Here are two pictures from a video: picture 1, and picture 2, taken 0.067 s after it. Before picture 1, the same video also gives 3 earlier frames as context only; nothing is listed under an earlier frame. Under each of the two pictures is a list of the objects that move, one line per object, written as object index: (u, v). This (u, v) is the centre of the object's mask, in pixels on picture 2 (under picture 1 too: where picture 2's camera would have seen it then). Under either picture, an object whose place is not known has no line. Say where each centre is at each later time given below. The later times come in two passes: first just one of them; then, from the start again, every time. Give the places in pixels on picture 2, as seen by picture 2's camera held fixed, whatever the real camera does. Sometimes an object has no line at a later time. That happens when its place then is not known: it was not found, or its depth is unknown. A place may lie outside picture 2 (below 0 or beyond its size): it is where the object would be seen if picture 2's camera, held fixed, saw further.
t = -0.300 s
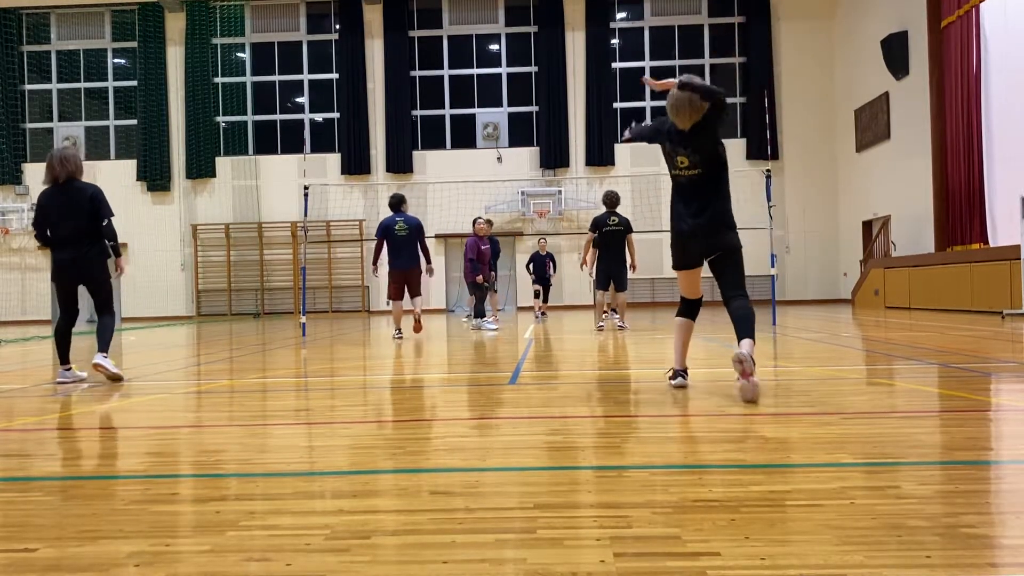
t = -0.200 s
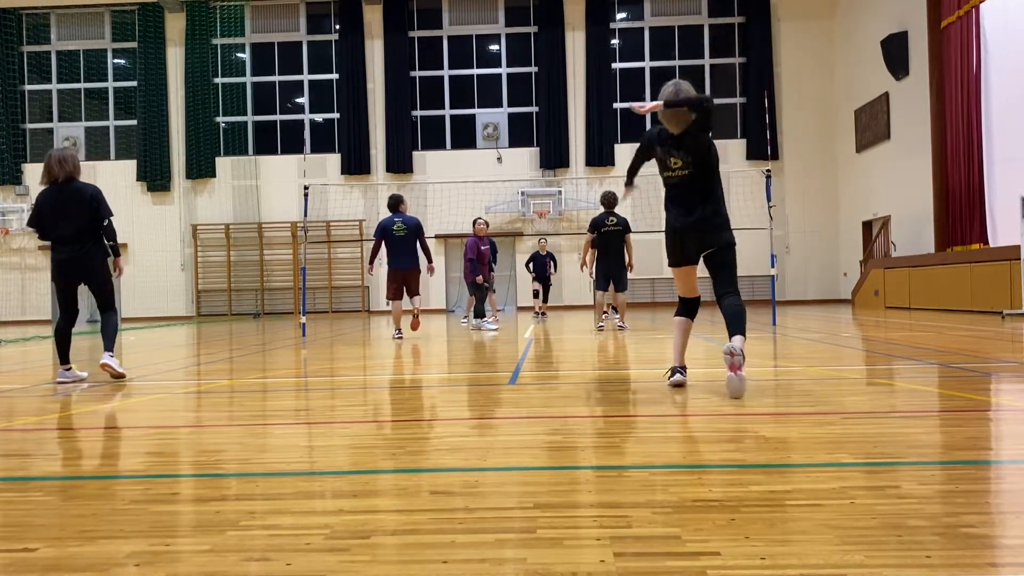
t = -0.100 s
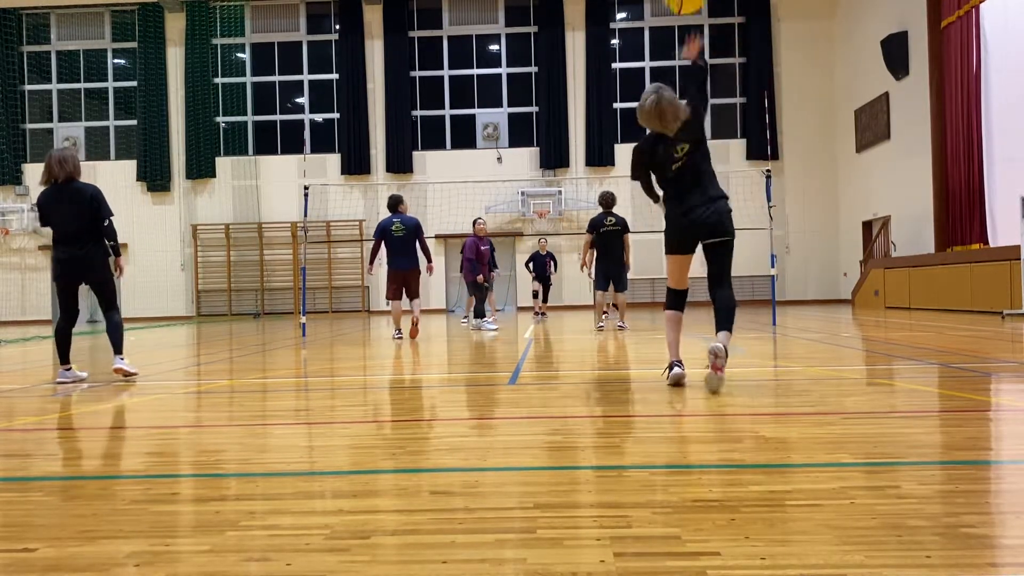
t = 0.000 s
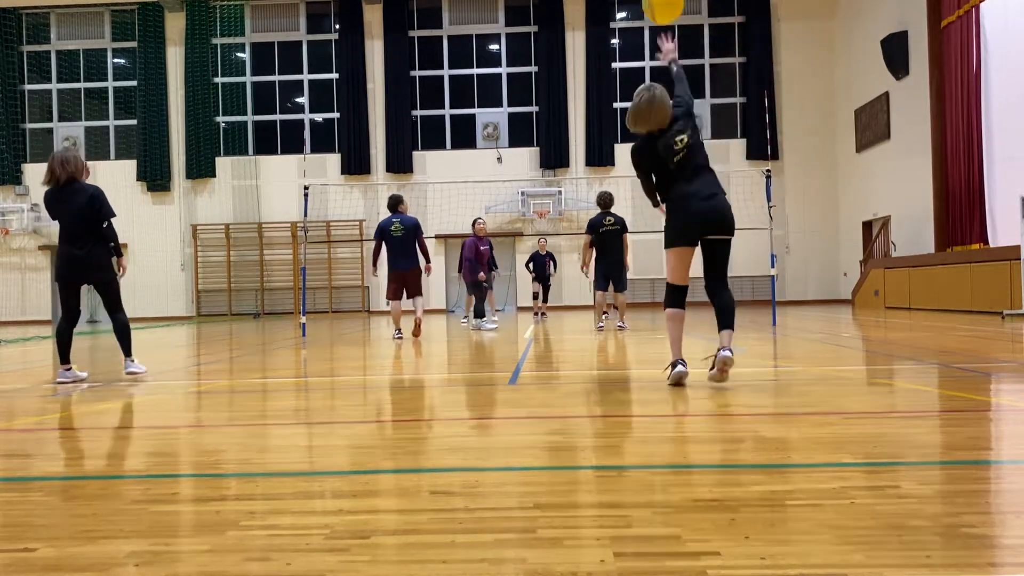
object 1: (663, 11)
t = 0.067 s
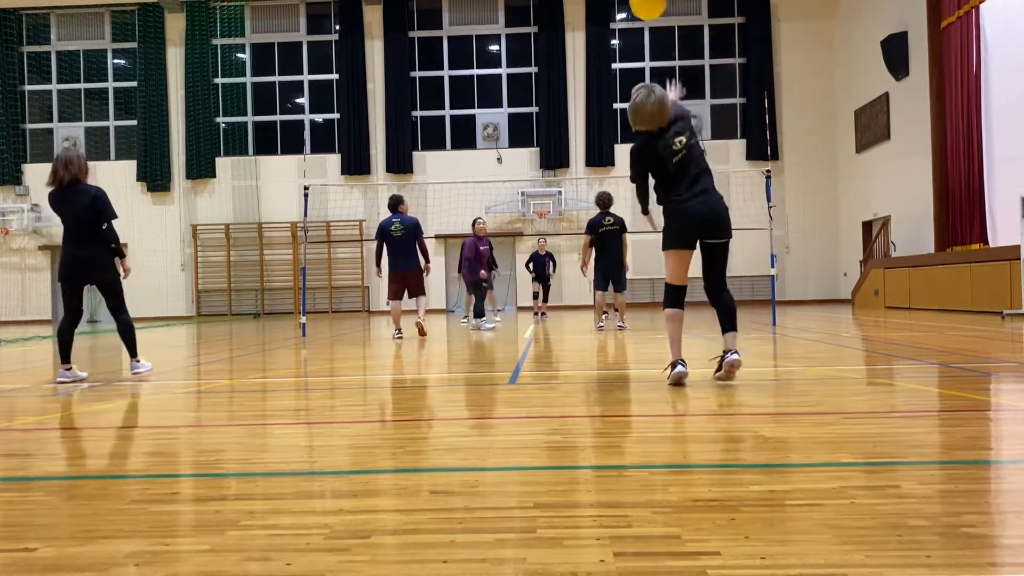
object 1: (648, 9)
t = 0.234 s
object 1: (629, 19)
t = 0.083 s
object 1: (645, 9)
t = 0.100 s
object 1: (642, 9)
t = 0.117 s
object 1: (640, 9)
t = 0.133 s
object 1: (638, 10)
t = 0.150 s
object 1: (635, 11)
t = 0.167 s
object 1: (634, 12)
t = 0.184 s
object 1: (633, 12)
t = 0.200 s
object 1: (631, 14)
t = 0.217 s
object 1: (630, 16)
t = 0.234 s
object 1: (629, 19)
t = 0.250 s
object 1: (629, 22)
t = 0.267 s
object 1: (628, 25)
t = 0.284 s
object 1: (628, 28)
